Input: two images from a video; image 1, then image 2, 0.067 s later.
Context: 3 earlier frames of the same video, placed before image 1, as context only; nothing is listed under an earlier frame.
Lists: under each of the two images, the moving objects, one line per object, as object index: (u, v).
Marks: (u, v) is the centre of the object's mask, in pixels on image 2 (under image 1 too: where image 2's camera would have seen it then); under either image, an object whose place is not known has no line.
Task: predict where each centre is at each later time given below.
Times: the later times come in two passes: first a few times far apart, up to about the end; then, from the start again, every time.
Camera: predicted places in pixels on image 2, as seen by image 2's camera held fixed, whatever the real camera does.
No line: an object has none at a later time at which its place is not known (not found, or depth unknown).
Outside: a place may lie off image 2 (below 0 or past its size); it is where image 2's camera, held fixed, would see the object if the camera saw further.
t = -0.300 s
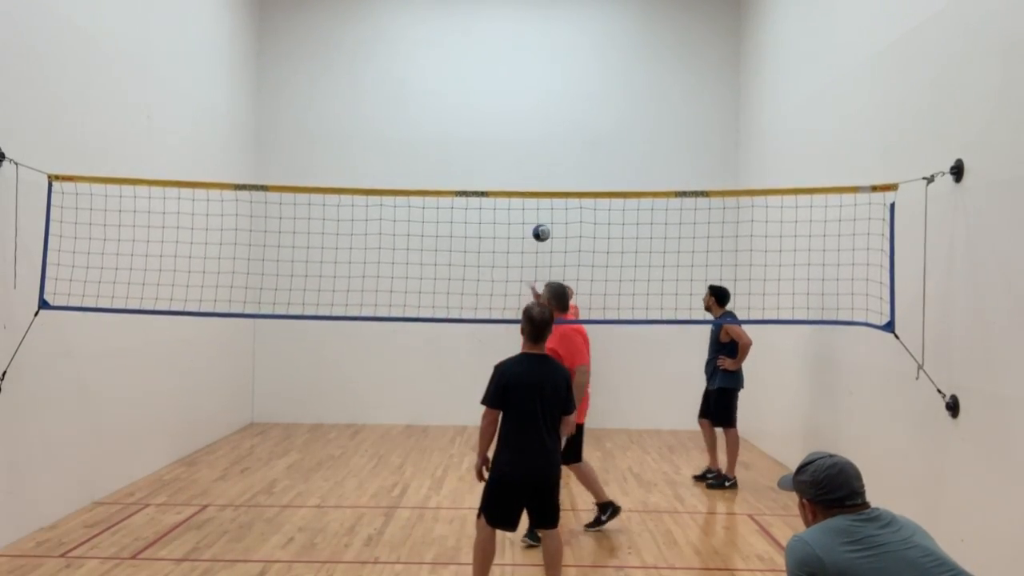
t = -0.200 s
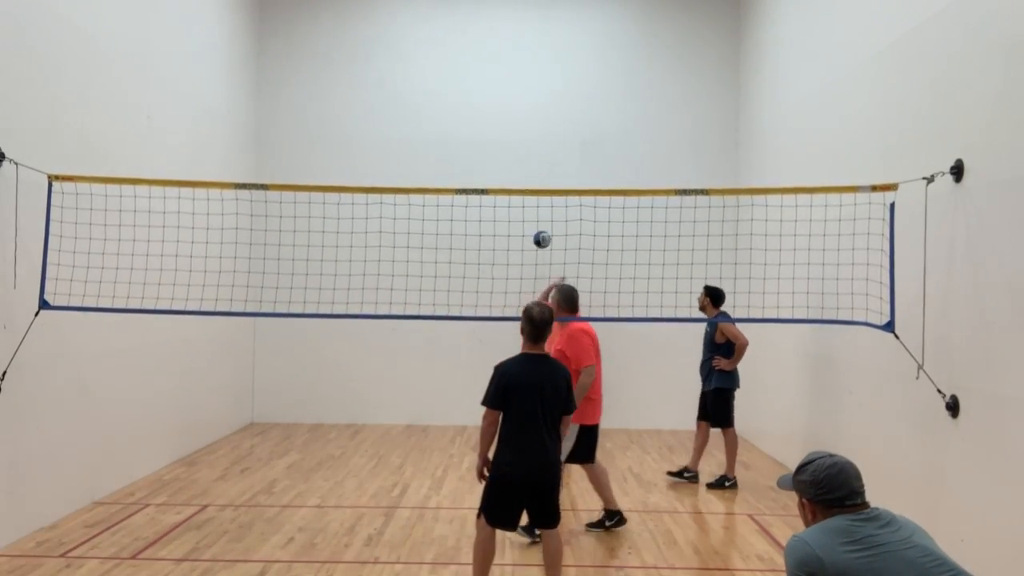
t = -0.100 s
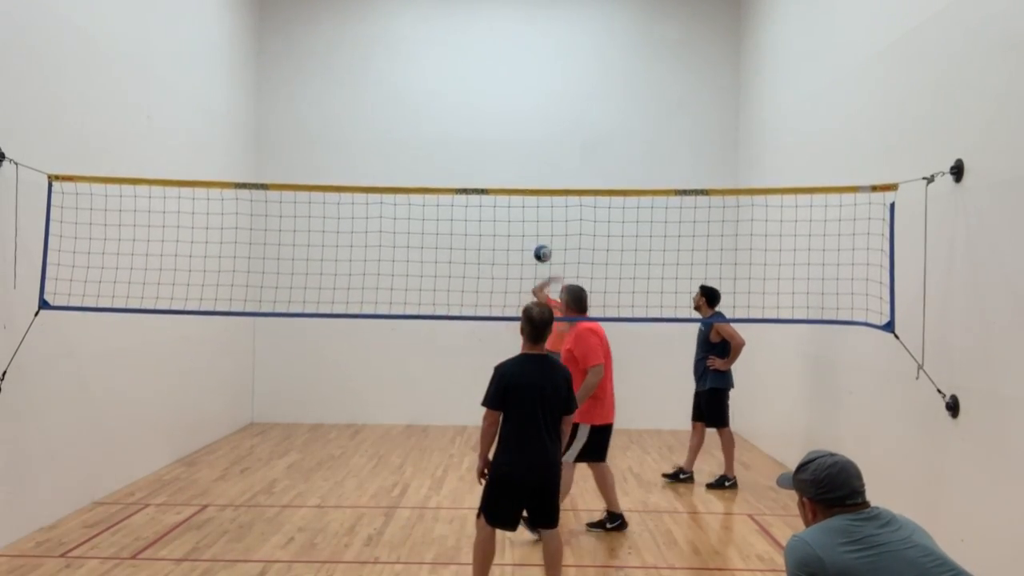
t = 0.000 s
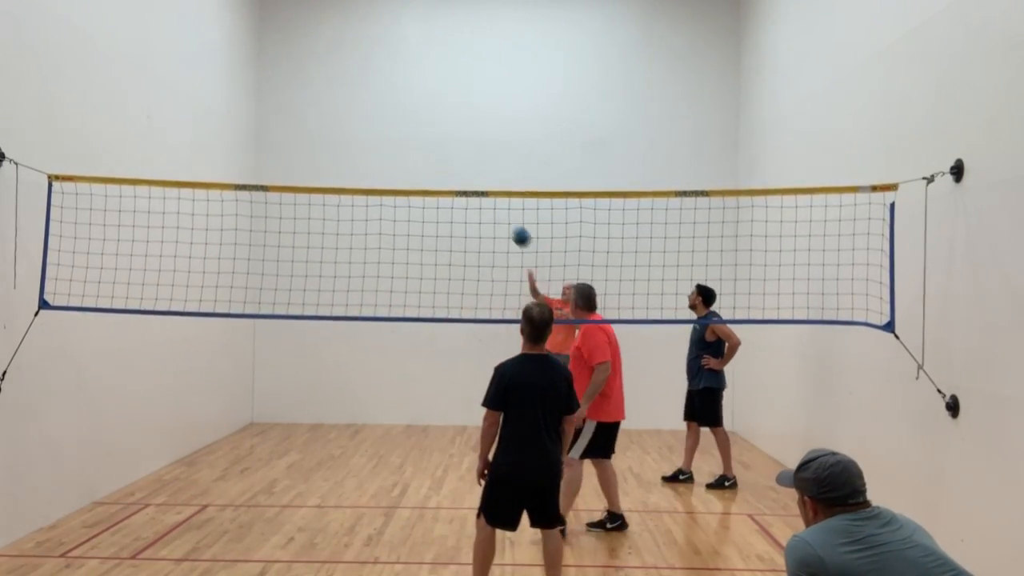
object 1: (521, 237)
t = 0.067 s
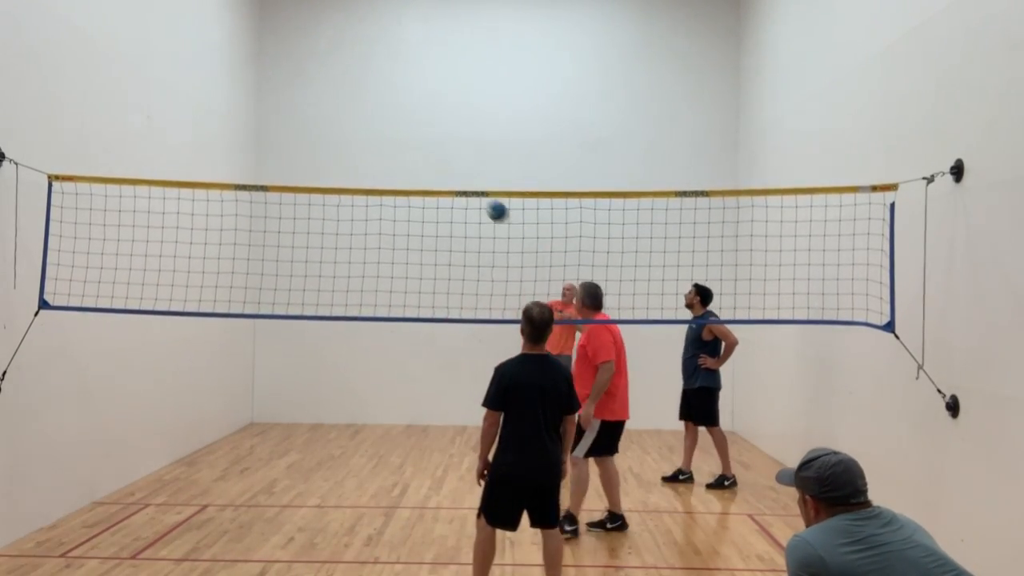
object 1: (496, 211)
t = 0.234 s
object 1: (421, 151)
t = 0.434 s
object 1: (274, 85)
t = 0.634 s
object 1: (13, 48)
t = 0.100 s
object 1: (484, 202)
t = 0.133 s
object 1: (469, 183)
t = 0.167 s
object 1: (455, 175)
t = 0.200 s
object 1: (438, 163)
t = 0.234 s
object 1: (421, 151)
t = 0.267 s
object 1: (403, 139)
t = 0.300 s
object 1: (381, 127)
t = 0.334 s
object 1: (358, 115)
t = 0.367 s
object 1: (332, 105)
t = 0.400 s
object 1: (305, 95)
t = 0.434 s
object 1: (274, 85)
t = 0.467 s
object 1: (240, 76)
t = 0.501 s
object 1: (201, 68)
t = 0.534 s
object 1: (158, 60)
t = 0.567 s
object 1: (110, 55)
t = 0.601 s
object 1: (55, 49)
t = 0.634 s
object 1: (13, 48)
